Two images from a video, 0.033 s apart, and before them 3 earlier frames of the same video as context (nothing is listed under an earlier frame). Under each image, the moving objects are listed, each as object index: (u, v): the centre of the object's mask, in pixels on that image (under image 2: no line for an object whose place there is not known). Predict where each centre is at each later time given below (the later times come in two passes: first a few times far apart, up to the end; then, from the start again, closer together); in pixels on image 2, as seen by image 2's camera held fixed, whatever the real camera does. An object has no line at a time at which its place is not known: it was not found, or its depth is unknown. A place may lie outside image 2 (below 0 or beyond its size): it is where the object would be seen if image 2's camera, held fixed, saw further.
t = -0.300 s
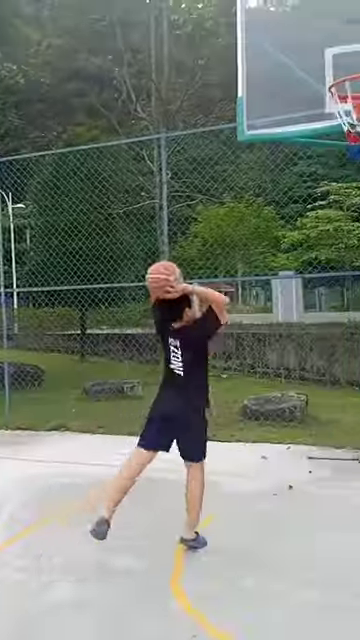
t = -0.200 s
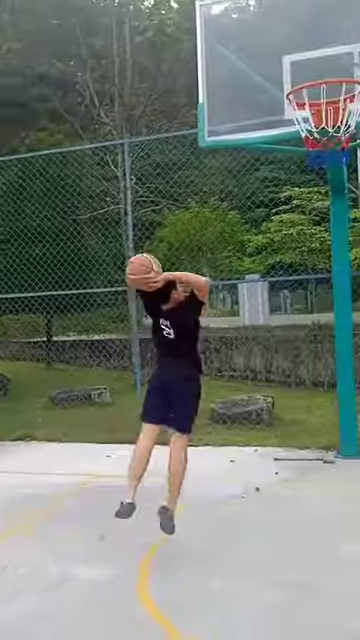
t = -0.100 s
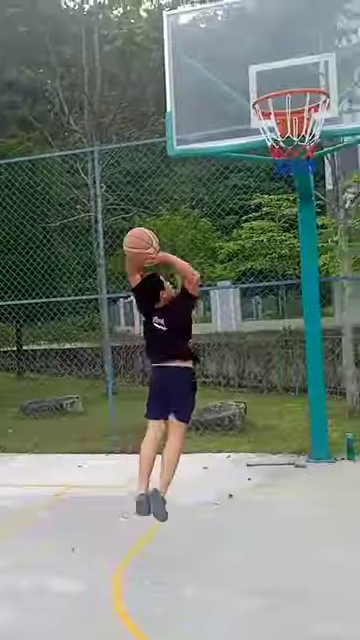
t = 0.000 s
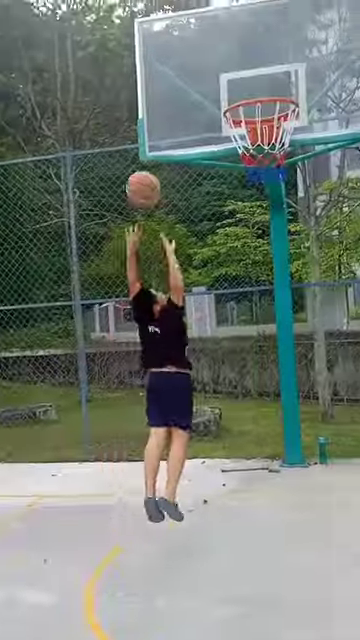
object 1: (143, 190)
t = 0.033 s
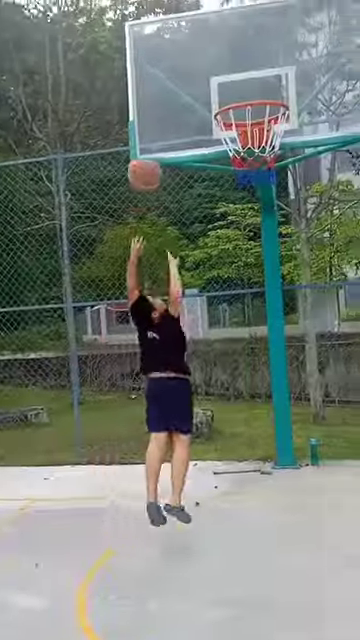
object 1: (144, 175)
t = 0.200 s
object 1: (192, 107)
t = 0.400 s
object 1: (226, 86)
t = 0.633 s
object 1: (246, 140)
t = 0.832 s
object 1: (236, 191)
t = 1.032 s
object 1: (237, 271)
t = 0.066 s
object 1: (149, 163)
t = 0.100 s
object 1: (163, 141)
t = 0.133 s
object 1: (173, 129)
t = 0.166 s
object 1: (184, 118)
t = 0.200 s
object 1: (192, 107)
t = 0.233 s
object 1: (200, 101)
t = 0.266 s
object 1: (205, 97)
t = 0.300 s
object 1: (208, 93)
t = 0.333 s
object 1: (214, 91)
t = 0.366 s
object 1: (220, 86)
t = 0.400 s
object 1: (226, 86)
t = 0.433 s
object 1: (234, 88)
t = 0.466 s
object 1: (238, 92)
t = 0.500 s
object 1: (247, 91)
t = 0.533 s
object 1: (254, 95)
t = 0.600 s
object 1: (247, 129)
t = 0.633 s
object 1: (246, 140)
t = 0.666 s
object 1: (243, 156)
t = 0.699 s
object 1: (238, 164)
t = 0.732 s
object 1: (237, 170)
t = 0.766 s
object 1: (237, 177)
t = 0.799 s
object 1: (236, 183)
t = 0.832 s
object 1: (236, 191)
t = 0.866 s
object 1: (235, 201)
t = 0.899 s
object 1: (234, 213)
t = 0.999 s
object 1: (236, 254)
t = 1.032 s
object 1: (237, 271)
